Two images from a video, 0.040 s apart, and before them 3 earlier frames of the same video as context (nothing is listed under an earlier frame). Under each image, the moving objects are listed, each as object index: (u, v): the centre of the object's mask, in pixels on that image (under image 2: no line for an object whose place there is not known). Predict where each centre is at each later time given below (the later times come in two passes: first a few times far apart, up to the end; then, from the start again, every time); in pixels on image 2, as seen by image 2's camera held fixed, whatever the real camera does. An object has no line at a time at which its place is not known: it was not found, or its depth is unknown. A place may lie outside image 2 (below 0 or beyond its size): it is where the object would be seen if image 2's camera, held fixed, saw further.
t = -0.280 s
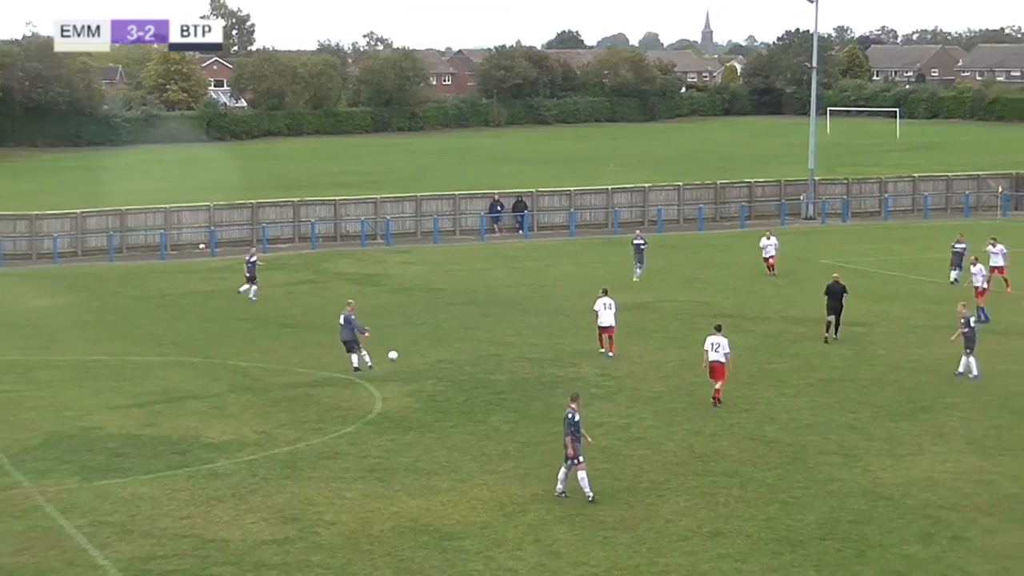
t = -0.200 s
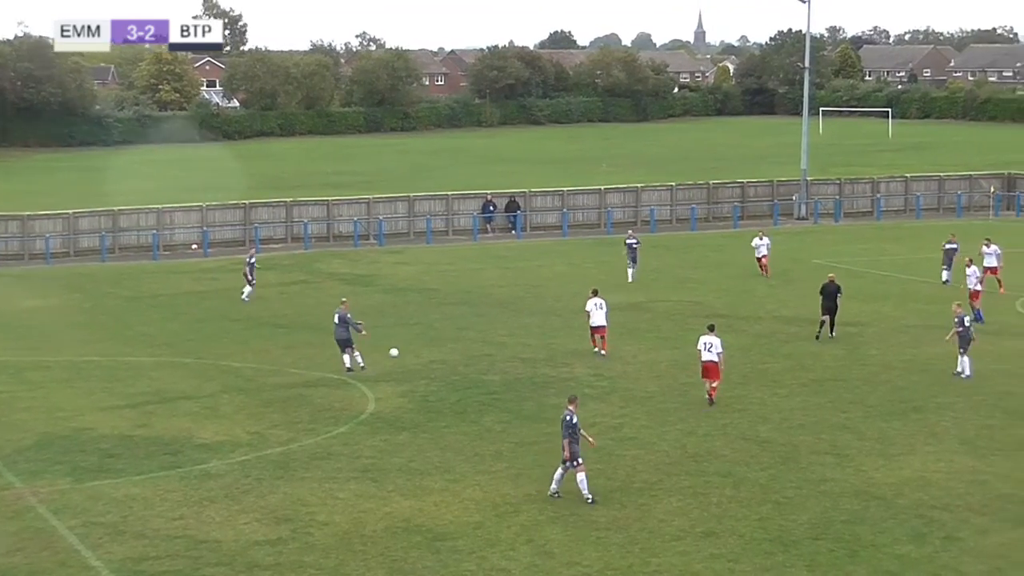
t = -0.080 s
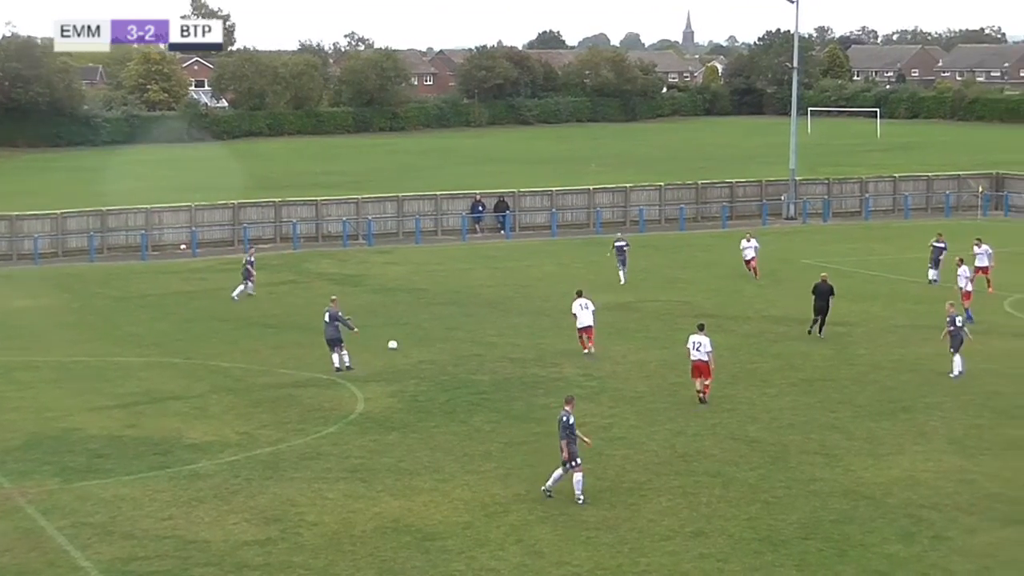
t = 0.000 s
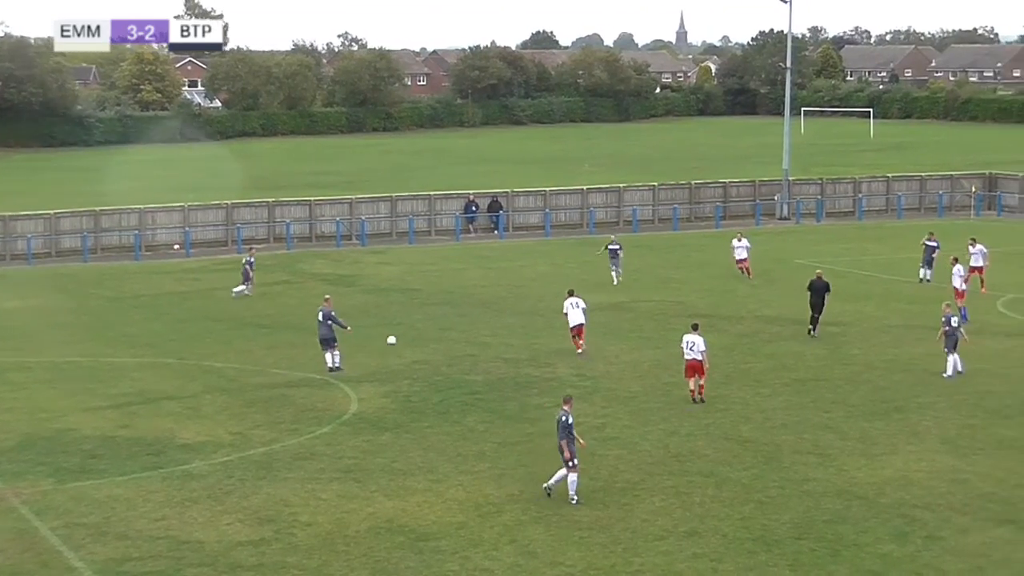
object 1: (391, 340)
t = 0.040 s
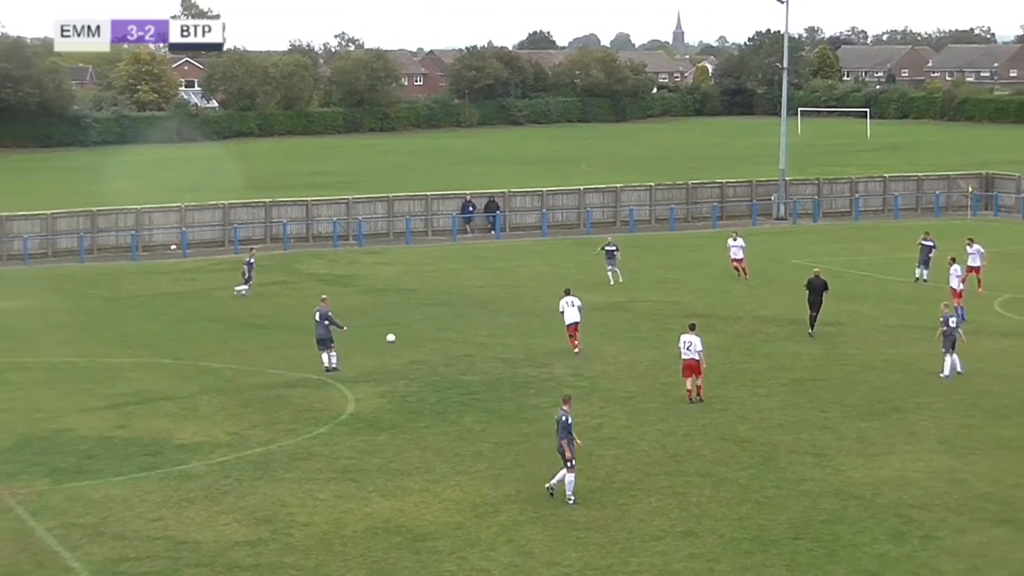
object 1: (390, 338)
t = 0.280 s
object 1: (400, 328)
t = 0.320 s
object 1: (402, 326)
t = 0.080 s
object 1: (393, 335)
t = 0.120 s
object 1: (394, 334)
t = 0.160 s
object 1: (396, 333)
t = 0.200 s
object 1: (398, 331)
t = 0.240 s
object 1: (399, 329)
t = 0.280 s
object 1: (400, 328)
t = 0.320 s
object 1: (402, 326)
